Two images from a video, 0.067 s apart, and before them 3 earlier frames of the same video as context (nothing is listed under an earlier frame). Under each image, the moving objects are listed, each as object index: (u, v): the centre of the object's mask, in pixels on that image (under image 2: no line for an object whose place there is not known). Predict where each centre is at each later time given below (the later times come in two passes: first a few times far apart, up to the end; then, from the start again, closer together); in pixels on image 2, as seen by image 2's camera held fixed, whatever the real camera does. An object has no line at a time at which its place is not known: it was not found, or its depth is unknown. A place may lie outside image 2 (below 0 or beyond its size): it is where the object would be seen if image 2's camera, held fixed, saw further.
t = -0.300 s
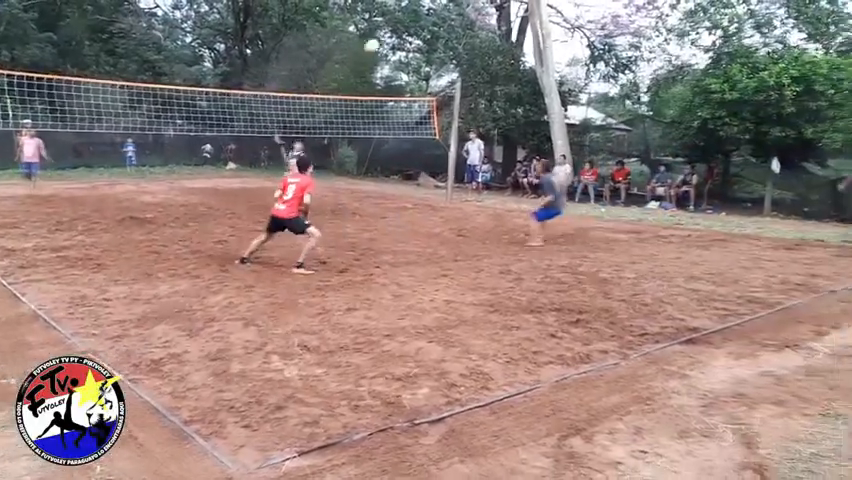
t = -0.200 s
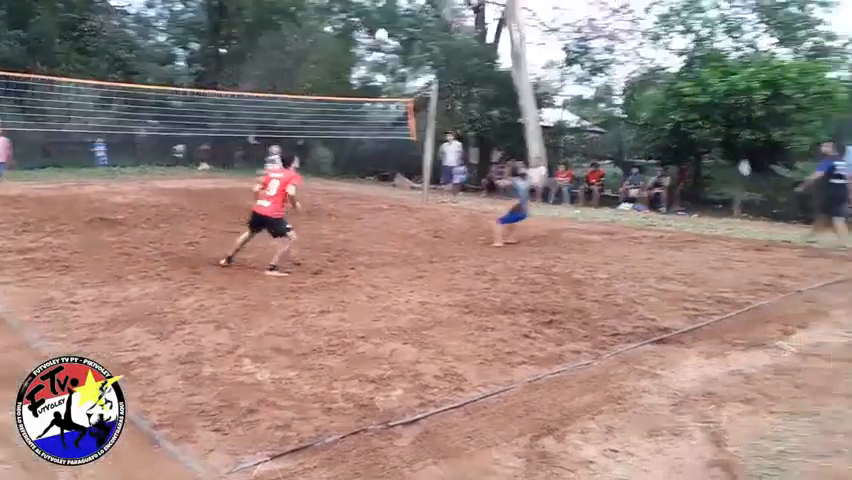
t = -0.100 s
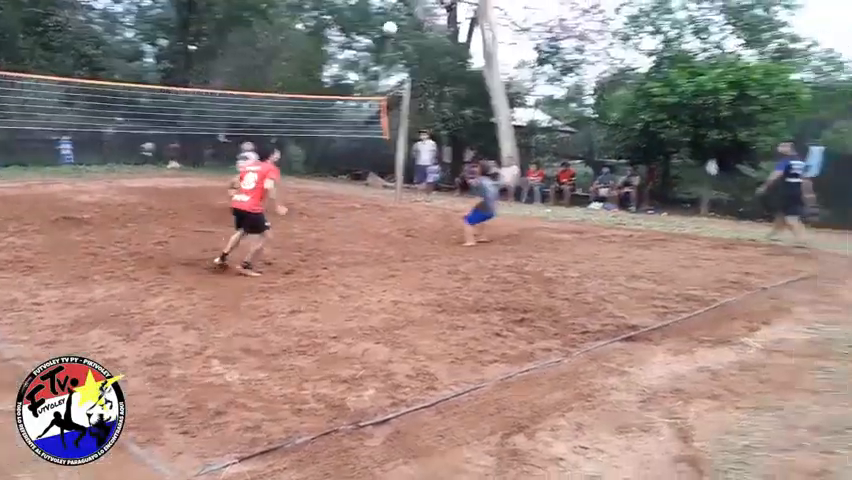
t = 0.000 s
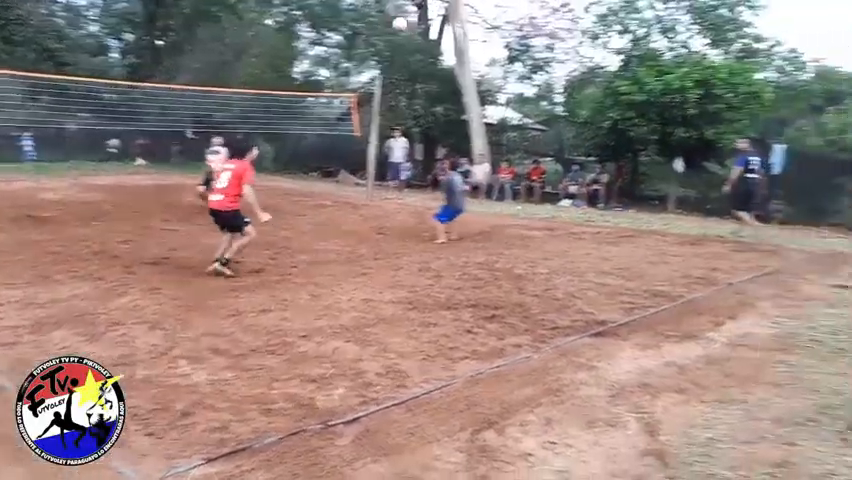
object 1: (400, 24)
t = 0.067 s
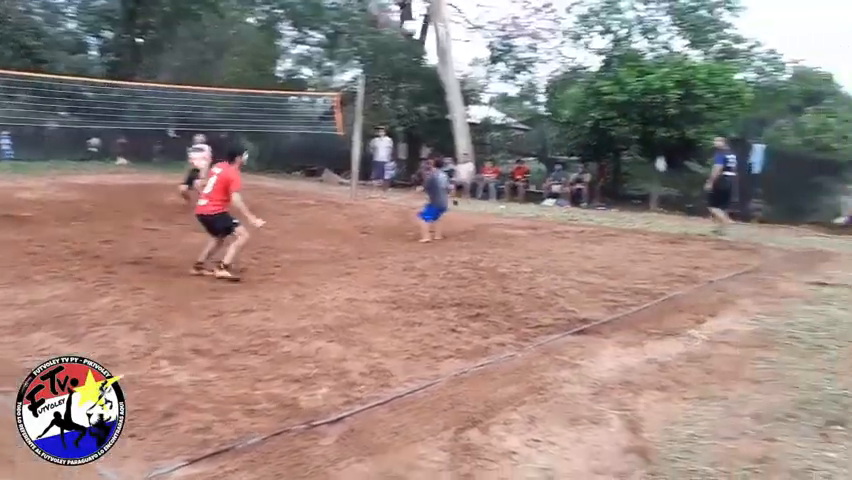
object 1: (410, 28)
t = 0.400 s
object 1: (568, 98)
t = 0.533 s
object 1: (641, 156)
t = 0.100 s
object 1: (423, 30)
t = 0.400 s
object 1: (568, 98)
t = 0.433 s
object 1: (585, 110)
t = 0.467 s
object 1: (603, 124)
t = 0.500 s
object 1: (621, 138)
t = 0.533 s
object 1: (641, 156)
